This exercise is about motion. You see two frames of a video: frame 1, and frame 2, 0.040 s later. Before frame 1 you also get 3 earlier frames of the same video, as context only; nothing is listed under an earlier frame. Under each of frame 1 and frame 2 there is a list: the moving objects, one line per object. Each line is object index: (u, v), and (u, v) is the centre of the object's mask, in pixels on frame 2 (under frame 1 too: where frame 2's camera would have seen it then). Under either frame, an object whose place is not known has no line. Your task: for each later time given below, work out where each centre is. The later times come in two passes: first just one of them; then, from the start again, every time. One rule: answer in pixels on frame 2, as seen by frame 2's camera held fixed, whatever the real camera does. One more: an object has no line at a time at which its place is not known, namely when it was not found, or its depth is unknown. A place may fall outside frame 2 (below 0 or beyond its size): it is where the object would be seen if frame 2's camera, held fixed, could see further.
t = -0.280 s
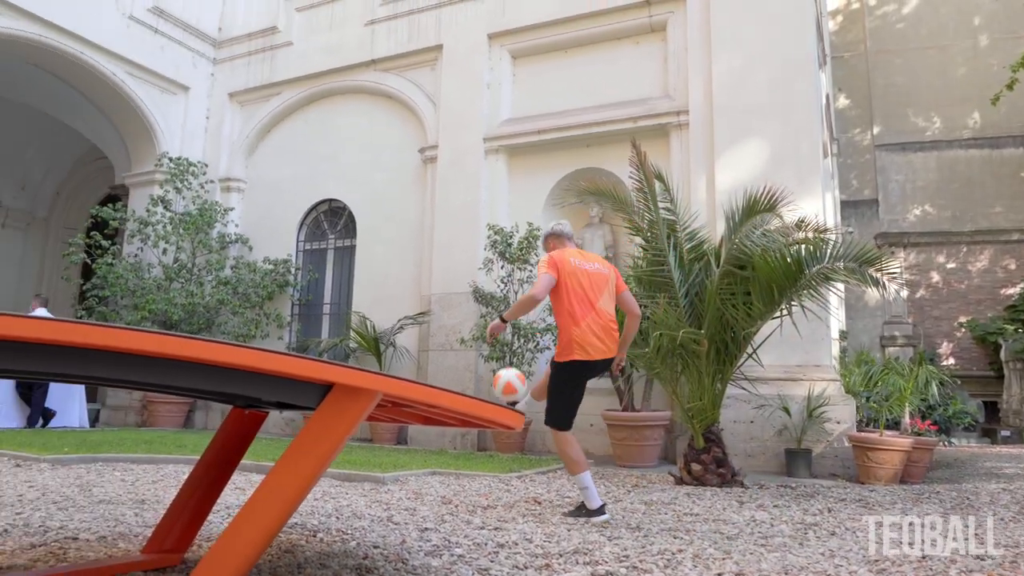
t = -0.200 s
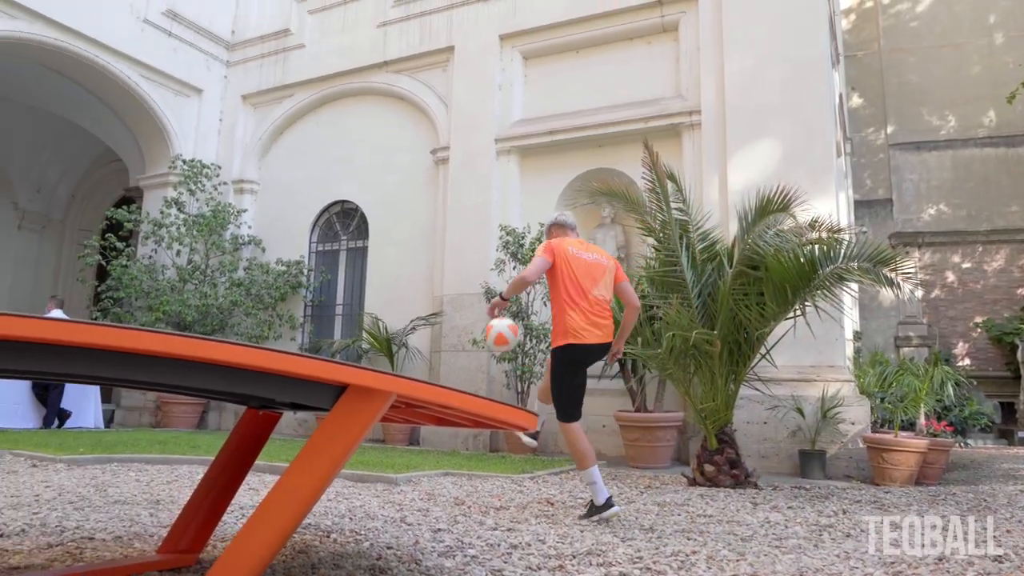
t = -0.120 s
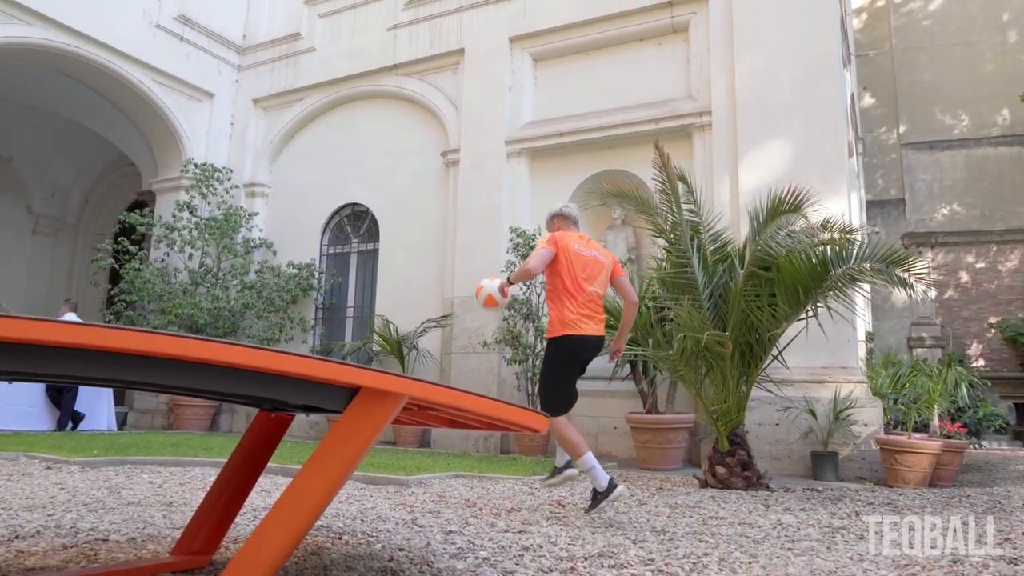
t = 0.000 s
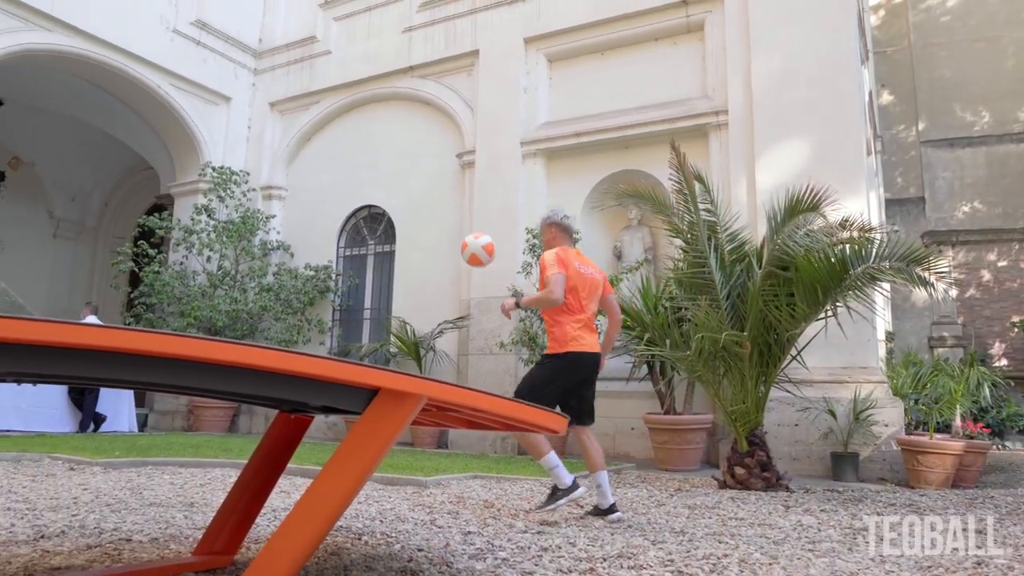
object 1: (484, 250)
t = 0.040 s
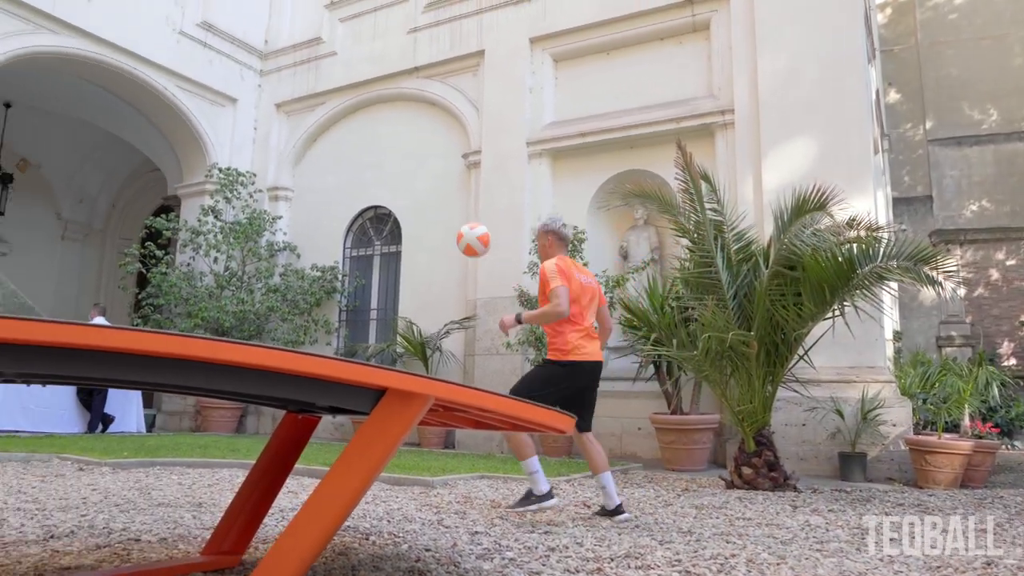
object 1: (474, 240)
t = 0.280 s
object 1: (405, 230)
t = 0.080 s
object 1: (463, 232)
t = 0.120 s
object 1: (452, 226)
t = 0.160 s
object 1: (441, 223)
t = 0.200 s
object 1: (430, 223)
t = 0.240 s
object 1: (418, 225)
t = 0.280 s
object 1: (405, 230)
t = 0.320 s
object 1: (392, 238)
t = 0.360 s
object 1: (381, 248)
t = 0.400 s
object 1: (367, 261)
